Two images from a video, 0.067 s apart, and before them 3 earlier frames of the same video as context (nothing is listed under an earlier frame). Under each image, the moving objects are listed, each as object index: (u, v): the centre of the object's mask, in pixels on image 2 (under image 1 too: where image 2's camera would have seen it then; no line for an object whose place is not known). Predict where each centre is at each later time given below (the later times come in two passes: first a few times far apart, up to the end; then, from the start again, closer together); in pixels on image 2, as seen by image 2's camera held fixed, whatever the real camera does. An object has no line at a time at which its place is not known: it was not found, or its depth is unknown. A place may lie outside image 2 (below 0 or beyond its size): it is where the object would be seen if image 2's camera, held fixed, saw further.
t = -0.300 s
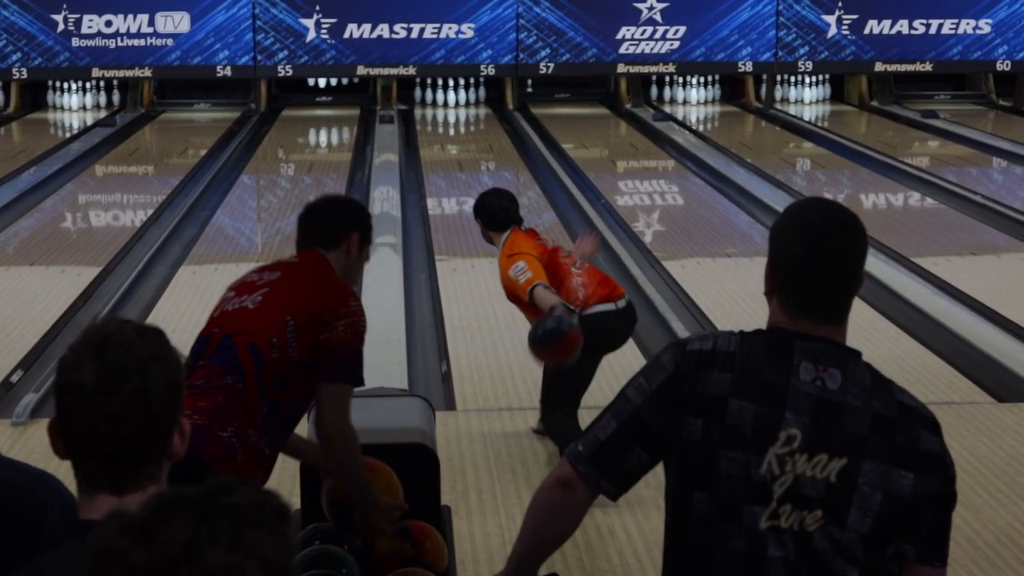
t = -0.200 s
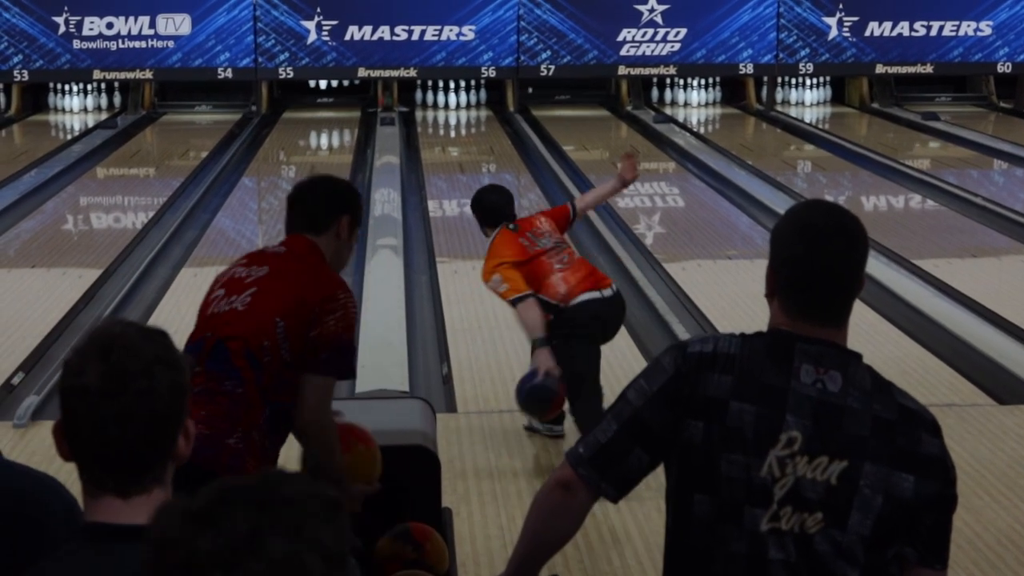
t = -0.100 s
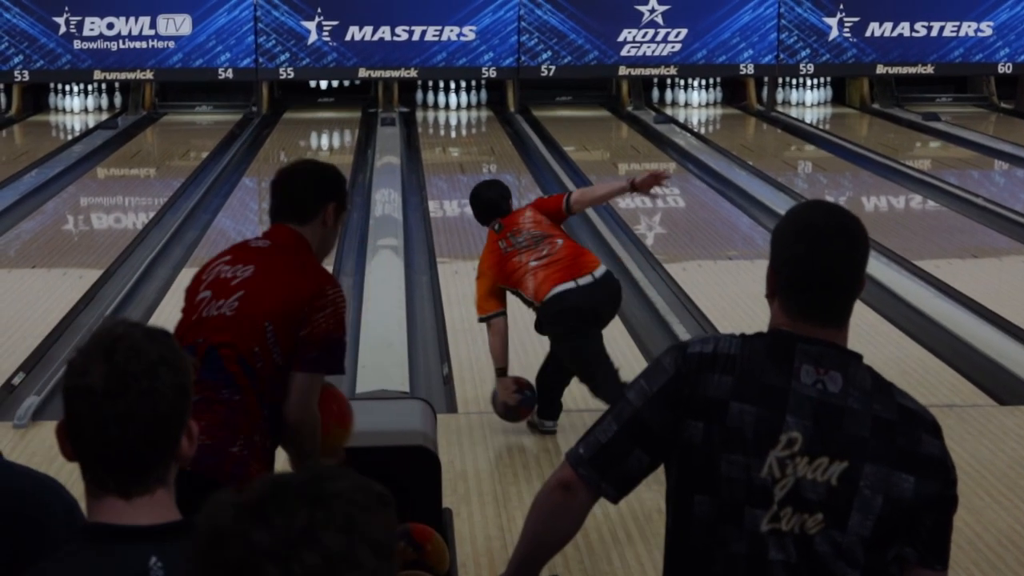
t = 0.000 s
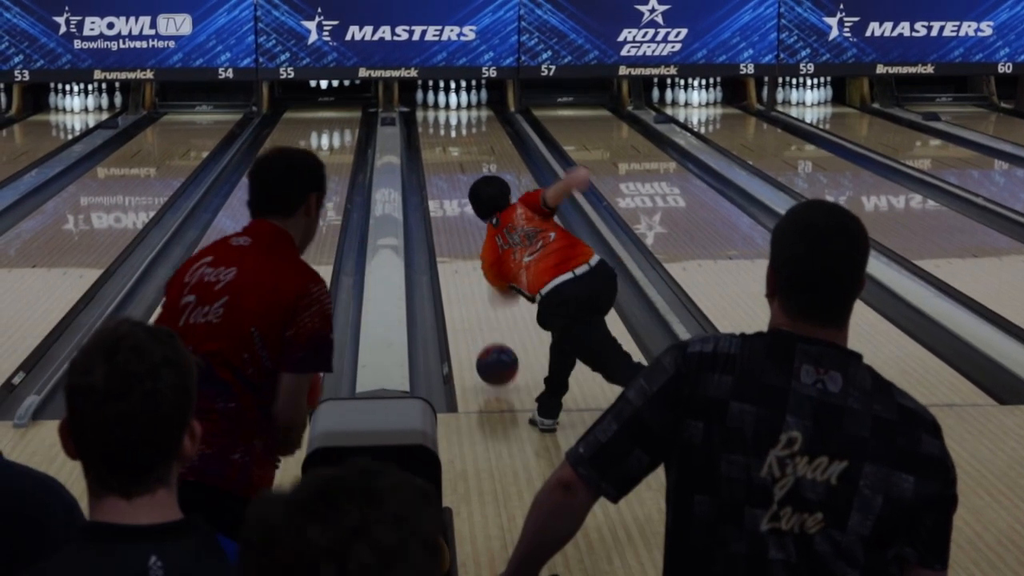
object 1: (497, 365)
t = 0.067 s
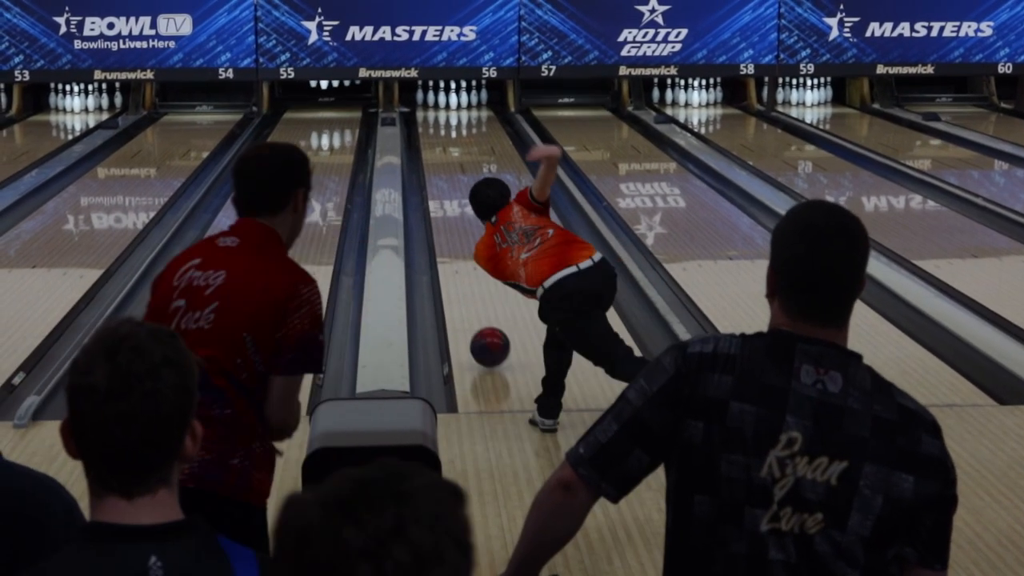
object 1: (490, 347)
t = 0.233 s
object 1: (474, 302)
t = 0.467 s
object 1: (457, 253)
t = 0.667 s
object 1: (451, 222)
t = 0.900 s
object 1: (444, 192)
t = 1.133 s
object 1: (438, 169)
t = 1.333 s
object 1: (436, 155)
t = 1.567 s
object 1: (433, 141)
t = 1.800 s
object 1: (433, 128)
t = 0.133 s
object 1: (483, 328)
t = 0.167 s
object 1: (480, 319)
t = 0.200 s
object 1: (477, 311)
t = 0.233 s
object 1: (474, 302)
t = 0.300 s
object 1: (469, 287)
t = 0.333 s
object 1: (467, 279)
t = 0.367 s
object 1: (463, 274)
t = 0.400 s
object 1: (459, 267)
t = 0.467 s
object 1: (457, 253)
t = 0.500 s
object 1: (456, 247)
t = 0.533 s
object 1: (456, 242)
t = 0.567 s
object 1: (455, 236)
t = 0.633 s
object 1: (452, 227)
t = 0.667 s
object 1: (451, 222)
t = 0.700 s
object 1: (450, 217)
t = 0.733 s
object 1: (449, 212)
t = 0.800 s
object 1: (446, 204)
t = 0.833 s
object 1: (446, 200)
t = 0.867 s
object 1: (445, 196)
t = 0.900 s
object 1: (444, 192)
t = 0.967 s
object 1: (442, 185)
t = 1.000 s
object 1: (441, 182)
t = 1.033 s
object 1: (441, 178)
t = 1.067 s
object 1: (440, 175)
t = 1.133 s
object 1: (438, 169)
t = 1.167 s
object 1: (438, 166)
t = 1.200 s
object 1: (437, 165)
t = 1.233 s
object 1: (437, 162)
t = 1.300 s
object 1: (436, 158)
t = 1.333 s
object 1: (436, 155)
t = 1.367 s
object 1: (435, 153)
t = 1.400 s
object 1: (435, 151)
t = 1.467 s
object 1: (435, 146)
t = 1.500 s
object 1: (434, 144)
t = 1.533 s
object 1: (434, 143)
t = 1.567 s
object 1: (433, 141)
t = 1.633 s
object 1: (433, 137)
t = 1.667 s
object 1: (432, 135)
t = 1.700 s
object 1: (432, 134)
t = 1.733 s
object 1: (433, 132)
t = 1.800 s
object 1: (433, 128)
